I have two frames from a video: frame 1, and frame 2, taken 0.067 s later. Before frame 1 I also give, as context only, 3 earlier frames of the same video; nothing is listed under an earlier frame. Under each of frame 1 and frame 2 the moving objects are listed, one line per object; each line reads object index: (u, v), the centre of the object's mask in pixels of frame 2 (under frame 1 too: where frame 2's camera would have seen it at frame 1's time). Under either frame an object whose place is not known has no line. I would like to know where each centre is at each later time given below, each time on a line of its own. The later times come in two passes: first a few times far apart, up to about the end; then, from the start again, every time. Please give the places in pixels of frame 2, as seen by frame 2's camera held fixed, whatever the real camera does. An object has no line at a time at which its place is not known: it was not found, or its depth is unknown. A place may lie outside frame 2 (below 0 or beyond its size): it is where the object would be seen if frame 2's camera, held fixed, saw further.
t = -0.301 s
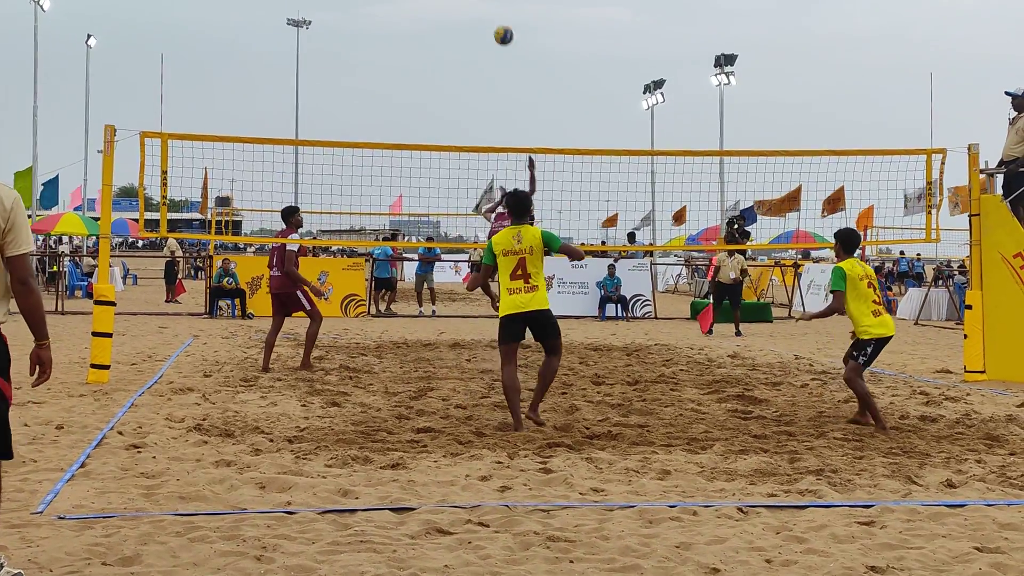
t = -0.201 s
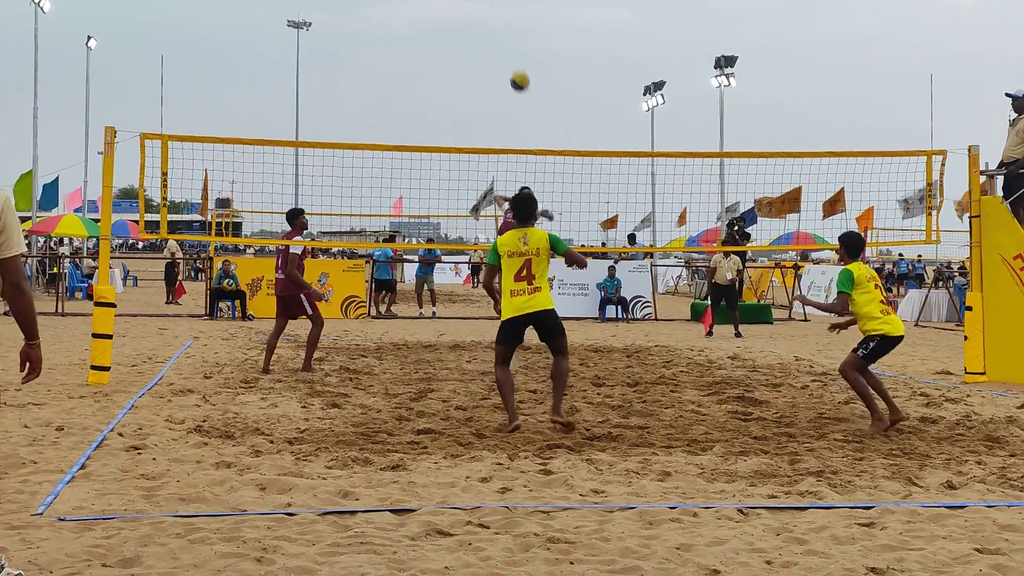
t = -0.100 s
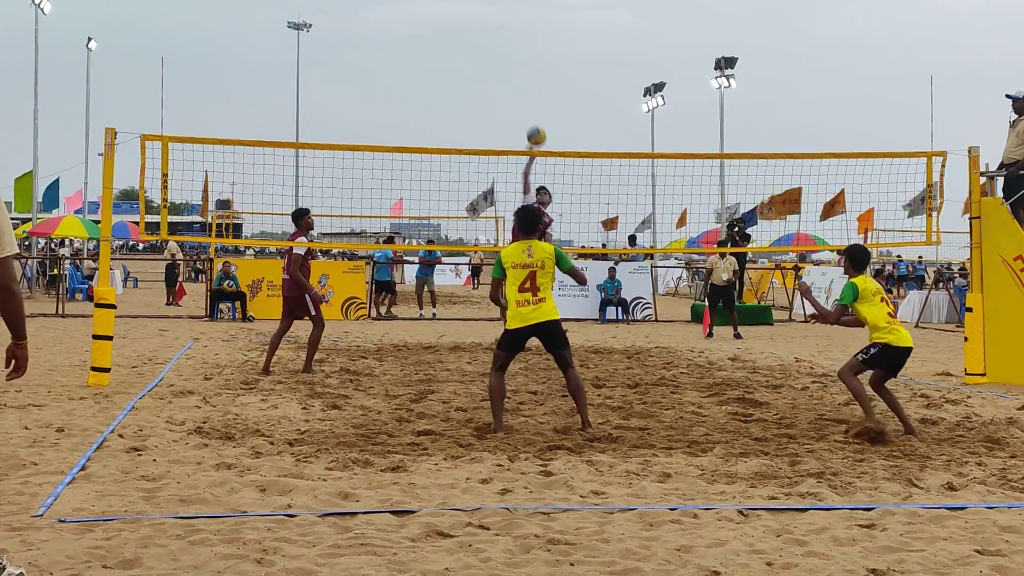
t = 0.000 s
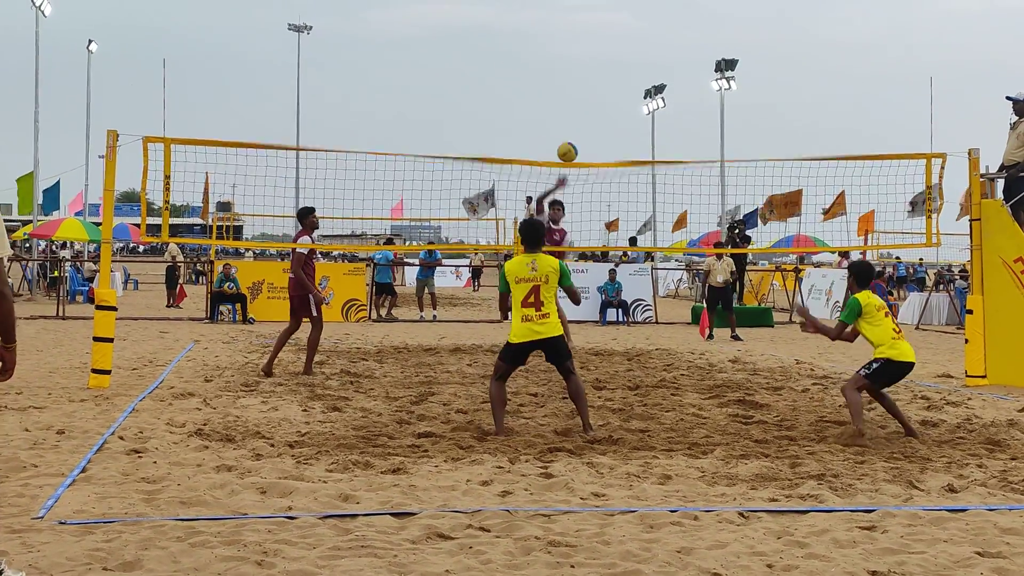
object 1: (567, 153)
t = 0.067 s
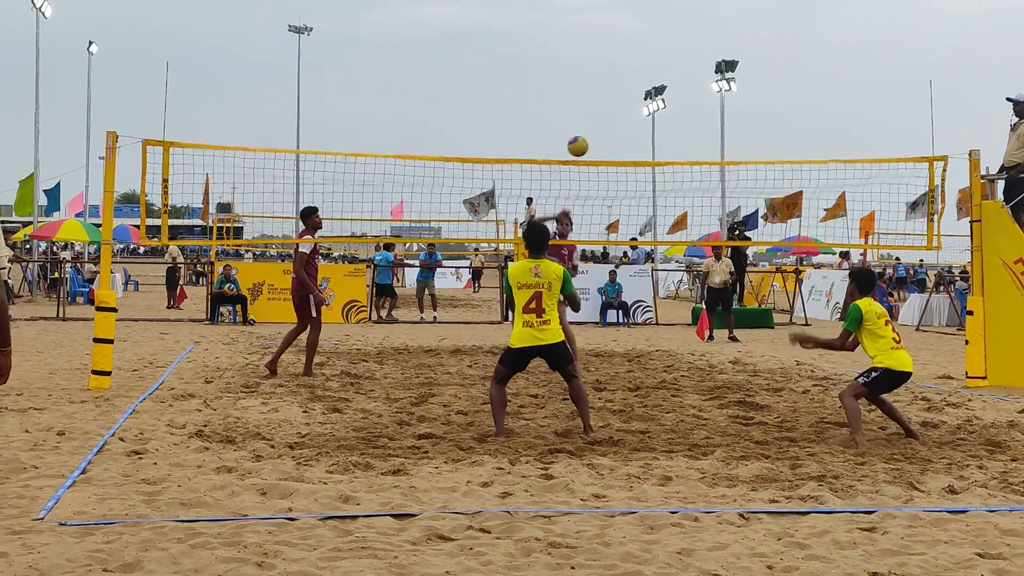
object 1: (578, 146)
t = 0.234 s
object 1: (604, 150)
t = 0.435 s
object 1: (634, 196)
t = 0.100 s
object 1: (583, 145)
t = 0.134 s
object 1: (588, 145)
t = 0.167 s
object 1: (593, 146)
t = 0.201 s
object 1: (598, 147)
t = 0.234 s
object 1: (604, 150)
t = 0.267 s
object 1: (609, 155)
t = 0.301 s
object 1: (614, 161)
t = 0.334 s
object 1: (619, 168)
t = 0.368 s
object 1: (624, 176)
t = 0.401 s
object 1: (629, 185)
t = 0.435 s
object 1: (634, 196)
